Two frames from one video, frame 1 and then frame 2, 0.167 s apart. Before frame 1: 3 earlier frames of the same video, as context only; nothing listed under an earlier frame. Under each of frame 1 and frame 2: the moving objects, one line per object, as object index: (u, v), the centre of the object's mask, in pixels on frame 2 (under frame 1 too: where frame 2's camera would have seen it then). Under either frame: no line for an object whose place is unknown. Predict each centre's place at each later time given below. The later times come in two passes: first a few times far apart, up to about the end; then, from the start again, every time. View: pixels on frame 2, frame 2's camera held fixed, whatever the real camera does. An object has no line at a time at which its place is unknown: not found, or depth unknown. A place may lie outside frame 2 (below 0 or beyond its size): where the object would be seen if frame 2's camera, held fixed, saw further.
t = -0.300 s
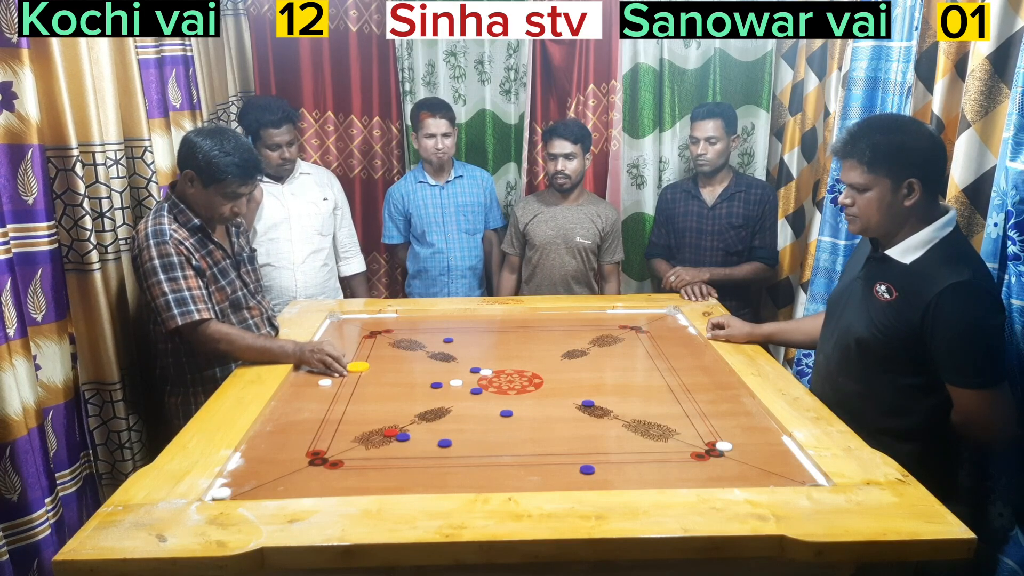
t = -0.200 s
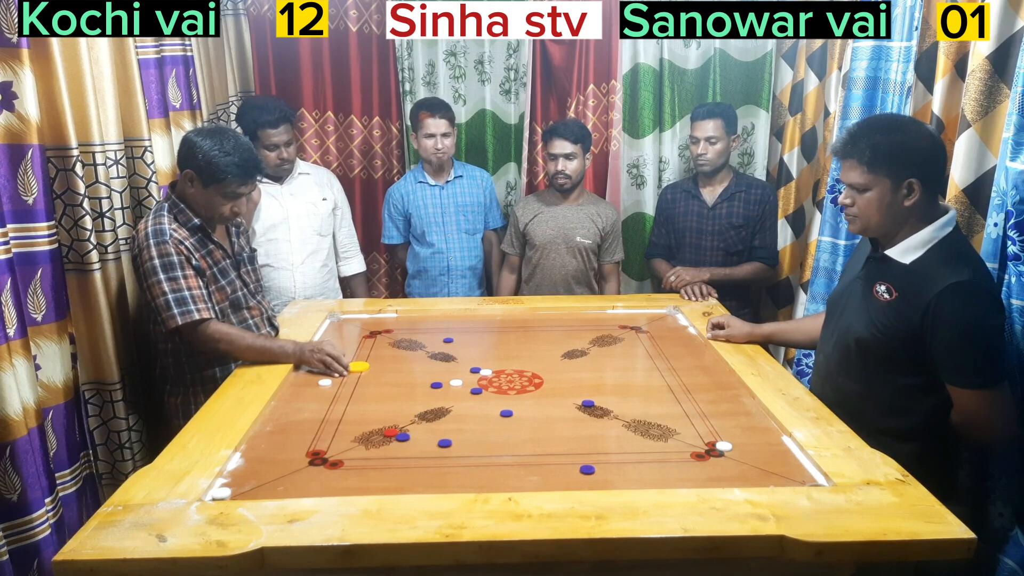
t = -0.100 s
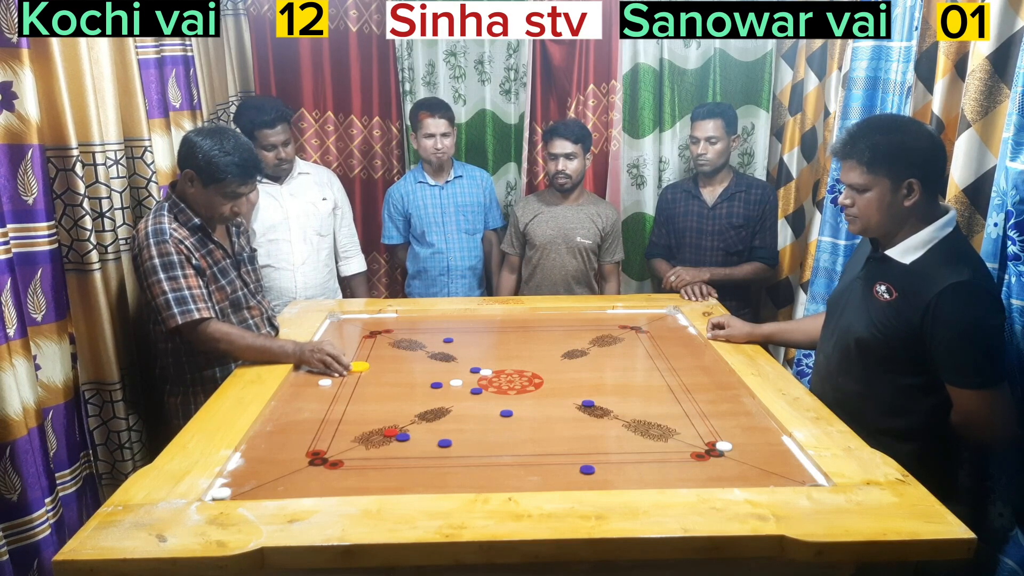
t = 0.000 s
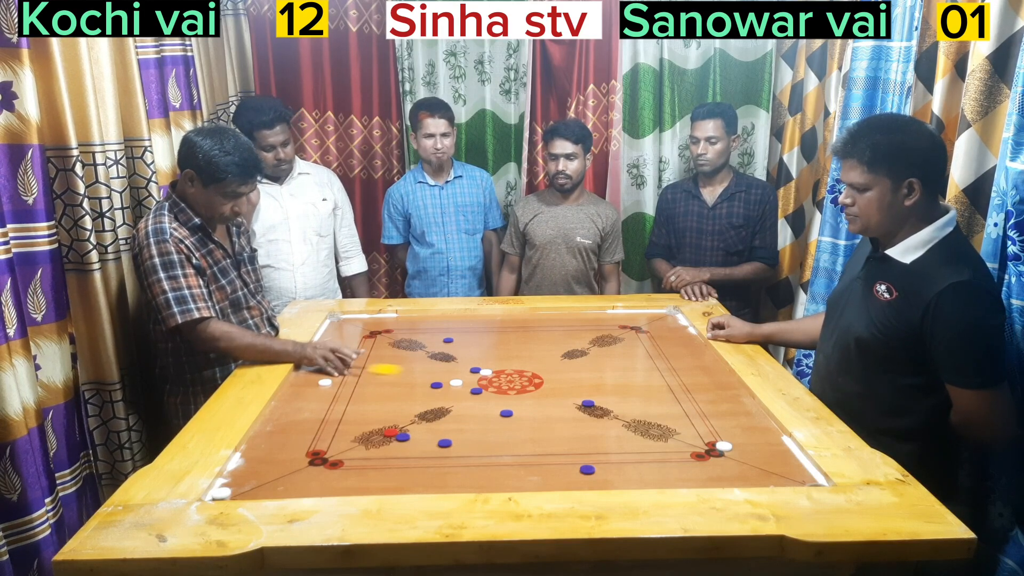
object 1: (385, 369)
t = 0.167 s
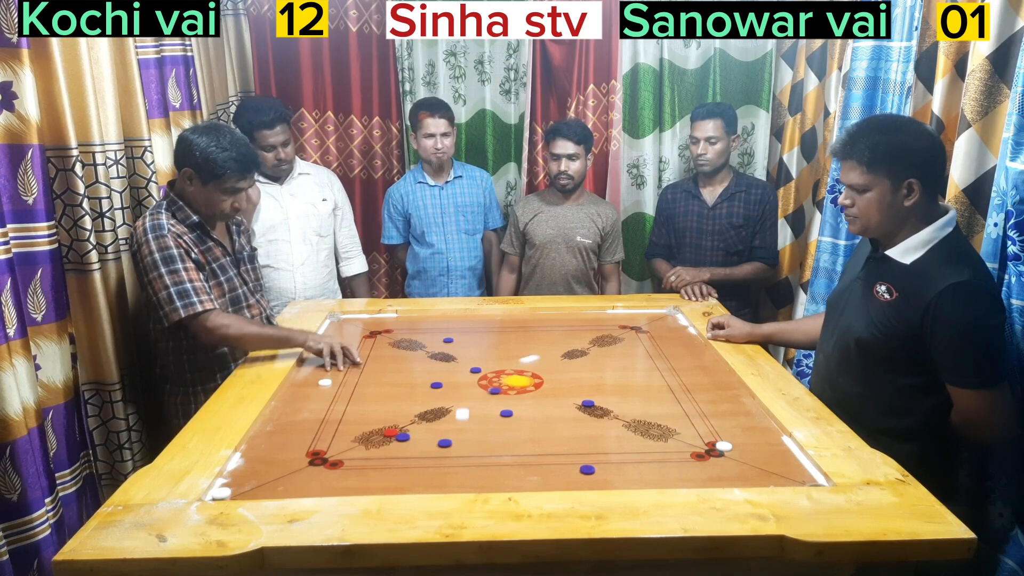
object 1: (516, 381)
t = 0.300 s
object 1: (607, 390)
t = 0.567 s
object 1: (727, 407)
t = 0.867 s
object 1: (634, 422)
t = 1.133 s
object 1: (568, 430)
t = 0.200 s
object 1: (541, 383)
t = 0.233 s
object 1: (563, 386)
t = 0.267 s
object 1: (585, 388)
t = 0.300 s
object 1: (607, 390)
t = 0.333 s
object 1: (629, 392)
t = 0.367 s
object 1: (651, 395)
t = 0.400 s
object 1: (673, 397)
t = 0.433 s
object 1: (695, 399)
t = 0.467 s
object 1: (717, 401)
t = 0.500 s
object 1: (737, 403)
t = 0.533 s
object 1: (738, 405)
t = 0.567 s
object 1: (727, 407)
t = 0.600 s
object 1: (716, 409)
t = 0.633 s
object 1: (705, 411)
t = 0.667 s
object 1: (694, 412)
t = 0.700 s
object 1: (683, 414)
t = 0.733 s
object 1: (673, 416)
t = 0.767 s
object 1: (663, 417)
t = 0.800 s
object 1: (653, 419)
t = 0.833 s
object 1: (643, 420)
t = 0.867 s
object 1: (634, 422)
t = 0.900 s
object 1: (625, 423)
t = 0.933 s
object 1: (616, 424)
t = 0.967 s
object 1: (607, 425)
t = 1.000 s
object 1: (599, 426)
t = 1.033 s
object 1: (591, 428)
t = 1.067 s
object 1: (583, 428)
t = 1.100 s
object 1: (576, 430)
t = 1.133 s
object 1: (568, 430)
